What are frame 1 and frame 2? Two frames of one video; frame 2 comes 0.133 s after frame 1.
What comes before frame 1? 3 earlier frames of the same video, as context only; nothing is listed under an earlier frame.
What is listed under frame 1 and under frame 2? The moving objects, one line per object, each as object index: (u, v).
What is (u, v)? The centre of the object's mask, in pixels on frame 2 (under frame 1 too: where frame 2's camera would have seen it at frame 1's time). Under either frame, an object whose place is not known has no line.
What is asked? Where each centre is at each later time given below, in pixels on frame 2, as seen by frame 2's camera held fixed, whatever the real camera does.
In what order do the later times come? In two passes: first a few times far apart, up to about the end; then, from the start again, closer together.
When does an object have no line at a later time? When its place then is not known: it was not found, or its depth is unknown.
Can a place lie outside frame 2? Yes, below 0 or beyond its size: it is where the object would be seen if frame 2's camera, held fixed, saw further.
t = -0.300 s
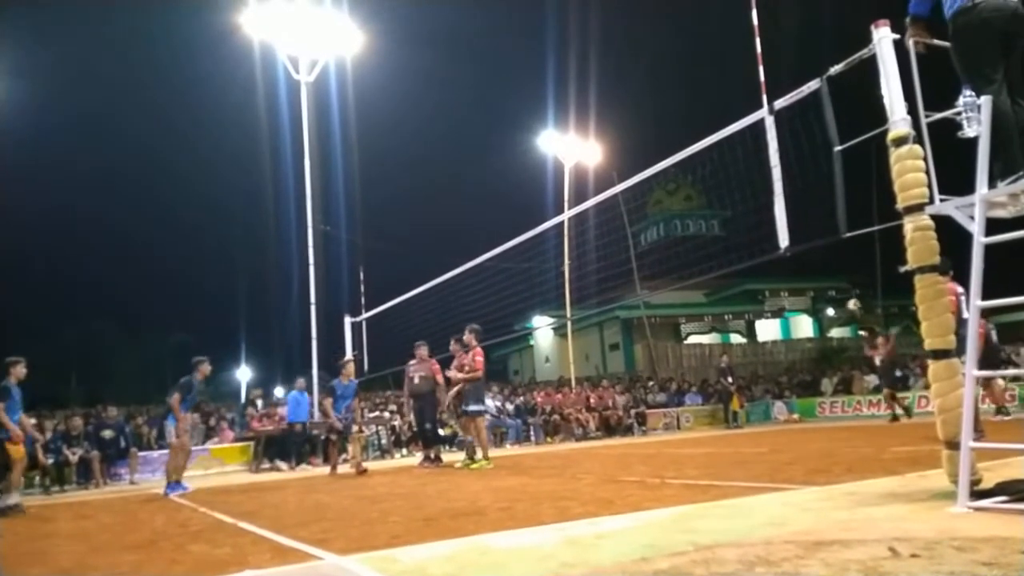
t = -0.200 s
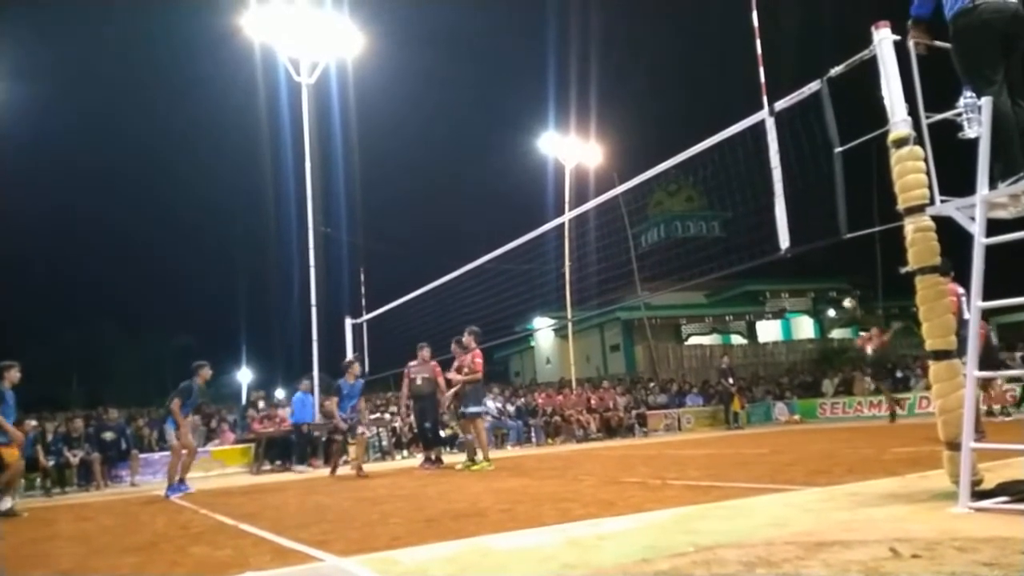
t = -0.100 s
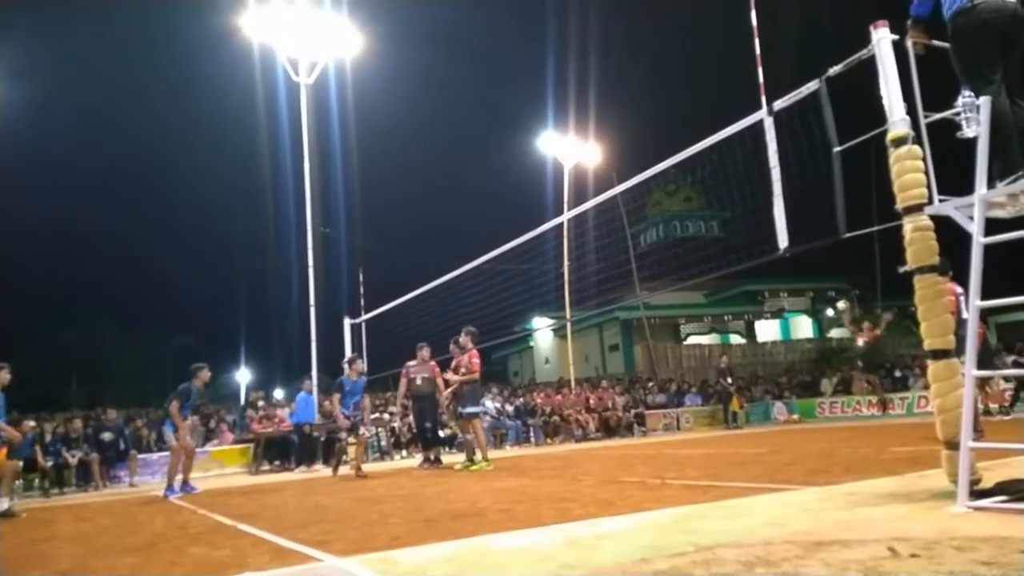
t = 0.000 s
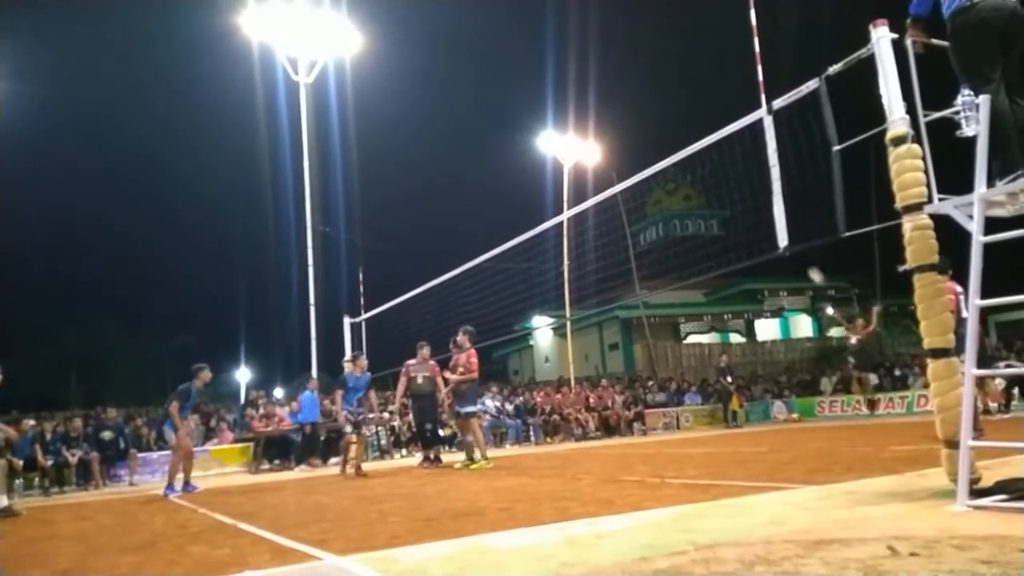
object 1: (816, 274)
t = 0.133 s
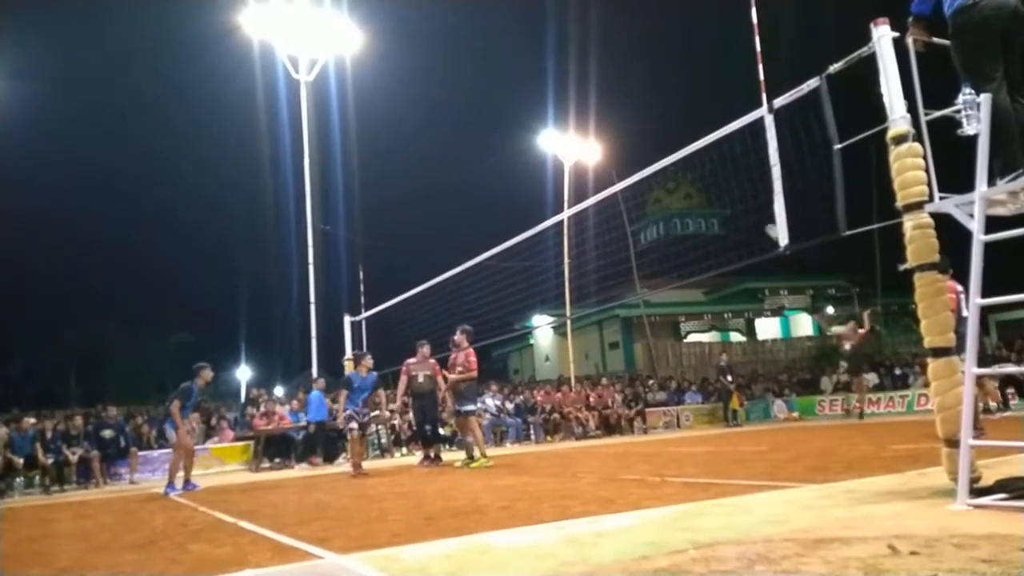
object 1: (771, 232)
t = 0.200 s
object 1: (753, 214)
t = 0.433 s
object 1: (665, 162)
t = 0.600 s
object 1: (592, 136)
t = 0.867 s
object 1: (449, 133)
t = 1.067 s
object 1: (310, 165)
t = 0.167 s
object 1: (764, 223)
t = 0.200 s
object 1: (753, 214)
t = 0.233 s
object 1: (740, 205)
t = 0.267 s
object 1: (728, 197)
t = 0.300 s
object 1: (717, 189)
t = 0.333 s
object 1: (704, 183)
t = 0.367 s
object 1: (691, 176)
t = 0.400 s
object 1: (680, 170)
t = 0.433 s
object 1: (665, 162)
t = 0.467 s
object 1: (649, 156)
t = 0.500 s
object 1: (636, 153)
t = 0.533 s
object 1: (621, 148)
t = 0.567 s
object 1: (607, 143)
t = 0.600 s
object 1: (592, 136)
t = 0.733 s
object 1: (523, 130)
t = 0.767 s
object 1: (505, 130)
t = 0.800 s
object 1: (487, 130)
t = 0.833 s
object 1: (469, 131)
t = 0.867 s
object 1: (449, 133)
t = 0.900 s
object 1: (428, 136)
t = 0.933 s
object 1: (408, 139)
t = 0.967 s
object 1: (384, 144)
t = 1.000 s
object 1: (361, 149)
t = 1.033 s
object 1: (338, 155)
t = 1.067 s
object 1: (310, 165)
